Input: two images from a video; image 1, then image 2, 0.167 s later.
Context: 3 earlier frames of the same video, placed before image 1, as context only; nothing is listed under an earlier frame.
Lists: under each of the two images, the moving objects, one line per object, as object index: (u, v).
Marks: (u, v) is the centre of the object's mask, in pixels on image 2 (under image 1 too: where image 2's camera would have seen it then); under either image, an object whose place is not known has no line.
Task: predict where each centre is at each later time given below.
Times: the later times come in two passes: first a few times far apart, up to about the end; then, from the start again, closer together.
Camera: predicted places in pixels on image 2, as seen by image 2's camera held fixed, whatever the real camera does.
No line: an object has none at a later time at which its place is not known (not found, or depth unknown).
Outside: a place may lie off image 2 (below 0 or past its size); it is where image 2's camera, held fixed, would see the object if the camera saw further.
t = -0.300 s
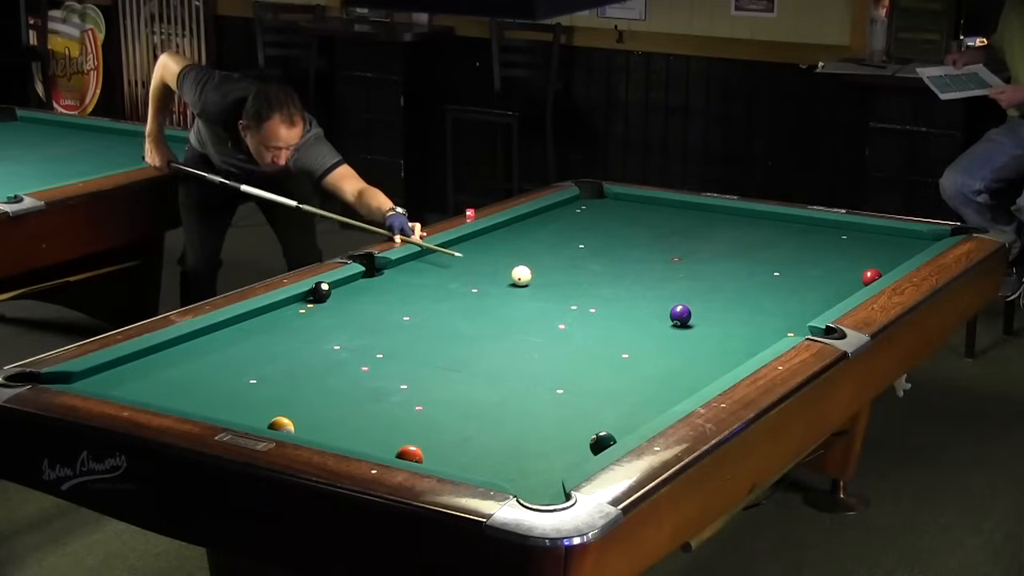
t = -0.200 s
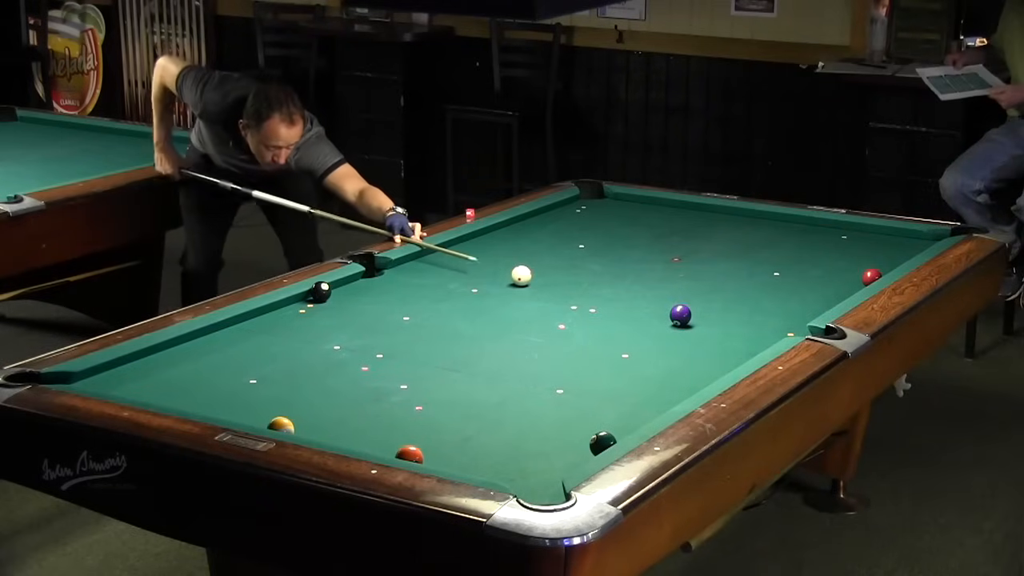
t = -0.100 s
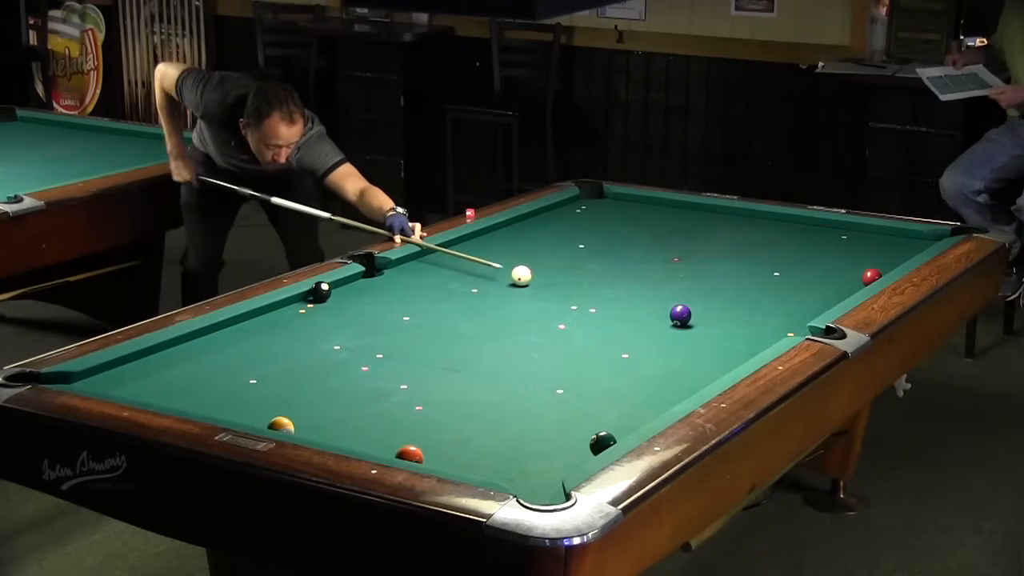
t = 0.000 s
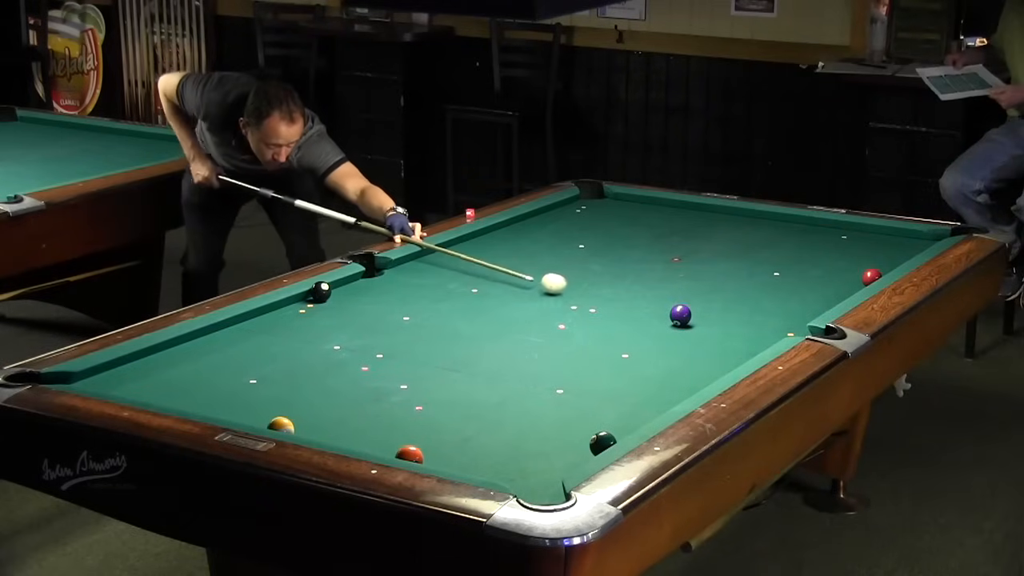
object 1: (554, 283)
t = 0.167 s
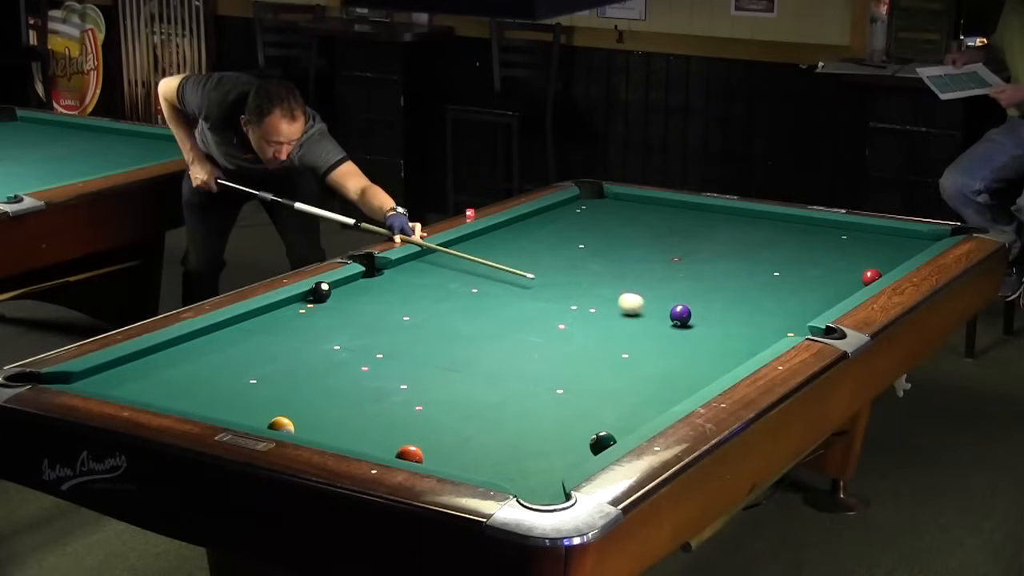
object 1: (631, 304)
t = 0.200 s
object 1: (647, 308)
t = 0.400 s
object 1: (662, 323)
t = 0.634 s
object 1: (676, 339)
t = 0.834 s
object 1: (689, 353)
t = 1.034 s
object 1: (703, 367)
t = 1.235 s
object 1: (701, 378)
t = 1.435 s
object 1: (666, 386)
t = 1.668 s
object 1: (625, 392)
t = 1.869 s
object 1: (592, 398)
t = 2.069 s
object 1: (558, 404)
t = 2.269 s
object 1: (526, 409)
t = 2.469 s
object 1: (495, 414)
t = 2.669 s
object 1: (465, 420)
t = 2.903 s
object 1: (432, 426)
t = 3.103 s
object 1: (404, 430)
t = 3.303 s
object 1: (378, 435)
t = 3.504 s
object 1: (354, 437)
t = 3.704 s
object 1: (333, 437)
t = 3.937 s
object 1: (335, 434)
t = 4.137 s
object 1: (336, 431)
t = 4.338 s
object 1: (337, 429)
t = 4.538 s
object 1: (337, 425)
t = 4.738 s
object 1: (338, 422)
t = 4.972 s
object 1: (338, 420)
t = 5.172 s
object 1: (338, 419)
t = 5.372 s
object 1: (338, 419)
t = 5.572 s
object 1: (338, 419)
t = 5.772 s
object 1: (338, 418)
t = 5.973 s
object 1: (338, 418)
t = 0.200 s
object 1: (647, 308)
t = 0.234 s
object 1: (659, 312)
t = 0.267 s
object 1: (658, 314)
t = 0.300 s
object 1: (657, 316)
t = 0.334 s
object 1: (658, 318)
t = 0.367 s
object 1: (659, 320)
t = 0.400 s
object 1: (662, 323)
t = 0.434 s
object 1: (664, 325)
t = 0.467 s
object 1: (666, 327)
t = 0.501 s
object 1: (668, 330)
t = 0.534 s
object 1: (670, 332)
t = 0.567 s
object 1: (672, 334)
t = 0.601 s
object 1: (674, 336)
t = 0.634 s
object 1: (676, 339)
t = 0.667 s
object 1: (678, 341)
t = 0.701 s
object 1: (681, 343)
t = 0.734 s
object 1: (683, 346)
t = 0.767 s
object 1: (685, 348)
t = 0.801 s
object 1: (687, 351)
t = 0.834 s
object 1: (689, 353)
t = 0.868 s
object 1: (692, 355)
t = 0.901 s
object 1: (694, 358)
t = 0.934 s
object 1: (696, 360)
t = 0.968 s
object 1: (698, 362)
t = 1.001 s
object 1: (701, 365)
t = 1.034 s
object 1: (703, 367)
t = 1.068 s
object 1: (705, 370)
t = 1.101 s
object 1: (707, 372)
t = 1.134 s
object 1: (708, 373)
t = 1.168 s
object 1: (710, 374)
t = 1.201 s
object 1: (706, 376)
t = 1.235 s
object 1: (701, 378)
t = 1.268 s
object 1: (695, 380)
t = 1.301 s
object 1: (689, 381)
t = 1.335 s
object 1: (684, 382)
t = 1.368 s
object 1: (678, 383)
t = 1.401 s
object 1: (672, 384)
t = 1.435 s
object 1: (666, 386)
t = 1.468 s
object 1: (660, 386)
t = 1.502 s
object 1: (654, 387)
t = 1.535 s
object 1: (648, 389)
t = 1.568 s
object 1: (643, 390)
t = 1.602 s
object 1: (637, 390)
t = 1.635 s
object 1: (631, 392)
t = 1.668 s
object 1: (625, 392)
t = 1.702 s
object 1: (620, 394)
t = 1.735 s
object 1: (614, 395)
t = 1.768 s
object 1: (608, 396)
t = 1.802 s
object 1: (603, 396)
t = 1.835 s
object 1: (597, 397)
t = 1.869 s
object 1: (592, 398)
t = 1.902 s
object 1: (586, 399)
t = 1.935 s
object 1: (580, 400)
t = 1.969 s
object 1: (575, 401)
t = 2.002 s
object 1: (569, 402)
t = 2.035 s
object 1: (564, 403)
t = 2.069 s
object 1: (558, 404)
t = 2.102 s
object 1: (553, 405)
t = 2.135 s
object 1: (548, 406)
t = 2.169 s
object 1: (542, 407)
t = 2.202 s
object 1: (537, 408)
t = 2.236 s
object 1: (531, 409)
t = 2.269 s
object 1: (526, 409)
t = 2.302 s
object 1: (521, 410)
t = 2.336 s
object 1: (516, 411)
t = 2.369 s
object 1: (511, 412)
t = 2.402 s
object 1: (505, 413)
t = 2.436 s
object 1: (500, 414)
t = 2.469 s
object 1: (495, 414)
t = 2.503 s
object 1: (490, 415)
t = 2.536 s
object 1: (485, 416)
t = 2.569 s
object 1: (480, 417)
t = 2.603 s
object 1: (475, 418)
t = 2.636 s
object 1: (470, 419)
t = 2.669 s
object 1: (465, 420)
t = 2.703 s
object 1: (460, 421)
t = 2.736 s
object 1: (456, 422)
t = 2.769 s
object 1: (450, 422)
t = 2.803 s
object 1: (446, 423)
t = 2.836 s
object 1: (441, 424)
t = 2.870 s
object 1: (436, 425)
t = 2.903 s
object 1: (432, 426)
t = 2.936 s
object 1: (427, 426)
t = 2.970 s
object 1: (422, 427)
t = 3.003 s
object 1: (418, 428)
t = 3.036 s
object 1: (413, 429)
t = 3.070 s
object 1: (409, 430)
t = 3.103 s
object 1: (404, 430)
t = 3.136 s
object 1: (400, 431)
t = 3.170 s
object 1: (395, 432)
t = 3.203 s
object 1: (391, 433)
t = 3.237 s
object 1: (387, 433)
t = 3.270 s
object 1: (382, 434)
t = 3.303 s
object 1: (378, 435)
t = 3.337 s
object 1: (374, 436)
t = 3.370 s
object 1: (370, 436)
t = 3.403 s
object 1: (366, 437)
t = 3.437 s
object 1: (362, 437)
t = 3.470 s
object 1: (358, 437)
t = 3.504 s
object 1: (354, 437)
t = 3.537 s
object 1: (350, 437)
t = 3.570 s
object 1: (346, 437)
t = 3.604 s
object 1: (343, 437)
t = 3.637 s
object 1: (339, 437)
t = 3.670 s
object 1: (335, 437)
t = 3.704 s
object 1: (333, 437)
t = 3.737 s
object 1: (334, 436)
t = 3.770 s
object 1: (334, 436)
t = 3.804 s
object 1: (334, 435)
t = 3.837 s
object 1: (334, 435)
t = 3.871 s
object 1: (334, 434)
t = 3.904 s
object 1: (334, 434)
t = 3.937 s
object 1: (335, 434)
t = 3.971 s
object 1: (335, 433)
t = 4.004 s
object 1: (335, 433)
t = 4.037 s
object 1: (335, 432)
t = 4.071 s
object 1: (335, 432)
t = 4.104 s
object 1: (336, 431)
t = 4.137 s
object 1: (336, 431)
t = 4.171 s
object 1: (336, 431)
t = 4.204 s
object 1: (336, 430)
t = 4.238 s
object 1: (336, 430)
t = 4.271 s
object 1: (337, 429)
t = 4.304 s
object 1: (337, 429)
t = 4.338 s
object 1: (337, 429)
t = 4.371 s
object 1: (337, 428)
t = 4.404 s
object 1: (337, 427)
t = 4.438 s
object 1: (337, 427)
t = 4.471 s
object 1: (337, 426)
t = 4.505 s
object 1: (338, 425)
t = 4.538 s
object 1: (337, 425)
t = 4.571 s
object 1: (337, 425)
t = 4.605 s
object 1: (338, 424)
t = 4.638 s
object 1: (338, 424)
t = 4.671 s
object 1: (338, 423)
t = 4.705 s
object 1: (338, 423)
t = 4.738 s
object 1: (338, 422)
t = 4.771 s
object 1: (338, 422)
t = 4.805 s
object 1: (338, 422)
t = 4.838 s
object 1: (338, 422)
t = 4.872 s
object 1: (338, 421)
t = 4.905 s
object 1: (338, 421)
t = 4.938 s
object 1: (338, 421)
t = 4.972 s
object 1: (338, 420)
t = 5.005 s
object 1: (338, 420)
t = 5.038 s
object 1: (338, 420)
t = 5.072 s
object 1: (338, 420)
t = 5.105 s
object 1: (338, 420)
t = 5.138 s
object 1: (338, 420)
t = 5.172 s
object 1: (338, 419)
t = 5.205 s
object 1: (338, 419)
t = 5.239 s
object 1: (338, 419)
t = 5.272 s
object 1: (338, 419)
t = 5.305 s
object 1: (338, 419)
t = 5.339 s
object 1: (338, 419)
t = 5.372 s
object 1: (338, 419)
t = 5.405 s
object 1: (338, 419)
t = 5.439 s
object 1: (338, 419)
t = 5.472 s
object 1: (338, 419)
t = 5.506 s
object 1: (338, 419)
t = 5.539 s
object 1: (338, 419)
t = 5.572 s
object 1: (338, 419)
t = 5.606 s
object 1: (338, 418)
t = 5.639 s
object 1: (338, 418)
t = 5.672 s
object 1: (338, 418)
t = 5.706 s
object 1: (338, 418)
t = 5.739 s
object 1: (338, 418)
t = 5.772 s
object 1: (338, 418)
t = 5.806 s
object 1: (338, 418)
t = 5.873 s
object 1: (338, 418)
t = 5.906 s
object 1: (338, 418)
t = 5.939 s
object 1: (338, 418)
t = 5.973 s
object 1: (338, 418)
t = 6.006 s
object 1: (338, 419)
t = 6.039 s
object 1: (338, 418)
